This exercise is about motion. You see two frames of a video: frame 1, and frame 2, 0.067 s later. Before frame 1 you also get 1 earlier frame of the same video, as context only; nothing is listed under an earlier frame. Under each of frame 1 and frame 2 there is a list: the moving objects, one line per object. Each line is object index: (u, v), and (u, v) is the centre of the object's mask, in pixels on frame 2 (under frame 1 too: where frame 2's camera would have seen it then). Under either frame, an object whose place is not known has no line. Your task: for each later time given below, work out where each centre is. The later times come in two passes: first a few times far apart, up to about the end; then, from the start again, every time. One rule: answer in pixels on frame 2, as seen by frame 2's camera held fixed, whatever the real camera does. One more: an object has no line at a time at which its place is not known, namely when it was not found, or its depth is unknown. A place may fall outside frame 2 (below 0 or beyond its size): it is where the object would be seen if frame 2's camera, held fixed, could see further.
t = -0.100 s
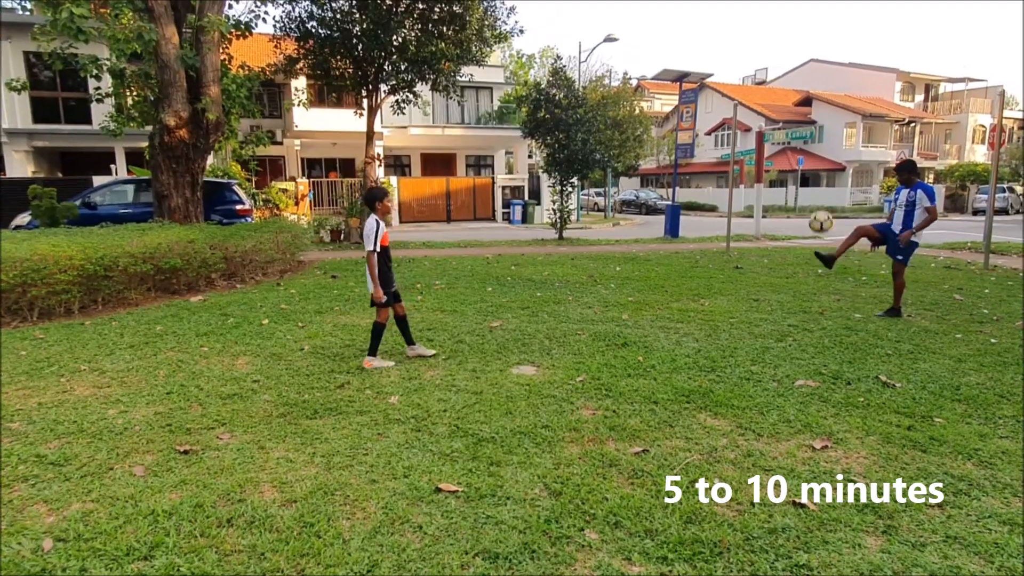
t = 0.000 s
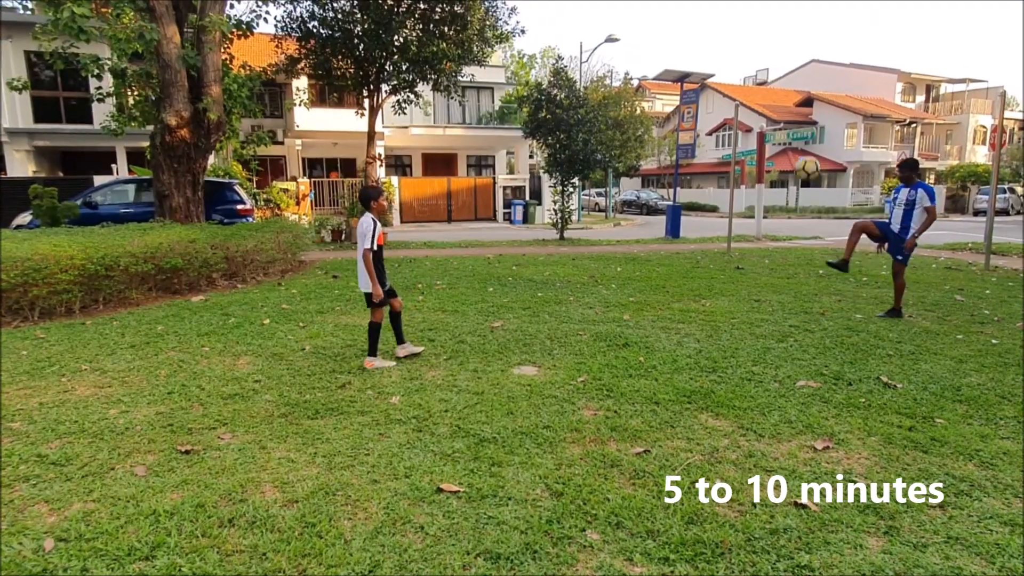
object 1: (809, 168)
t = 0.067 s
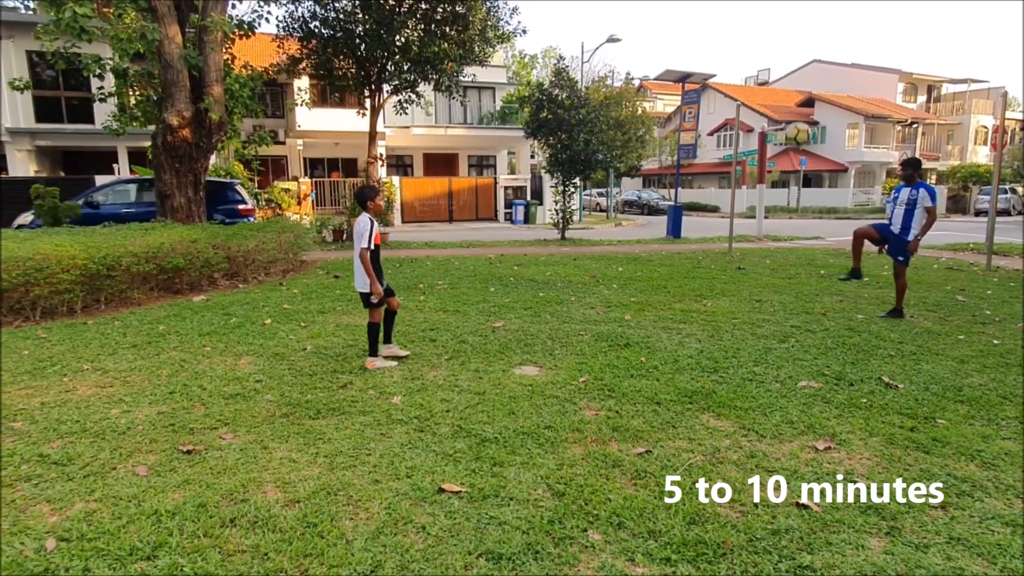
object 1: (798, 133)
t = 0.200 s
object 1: (774, 76)
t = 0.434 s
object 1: (719, 9)
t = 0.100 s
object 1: (792, 118)
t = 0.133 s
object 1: (787, 104)
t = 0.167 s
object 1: (780, 89)
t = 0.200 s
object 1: (774, 76)
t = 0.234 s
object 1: (766, 63)
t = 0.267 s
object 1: (759, 51)
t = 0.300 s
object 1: (752, 40)
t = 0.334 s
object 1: (744, 29)
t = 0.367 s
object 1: (736, 20)
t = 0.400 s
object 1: (728, 13)
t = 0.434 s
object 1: (719, 9)
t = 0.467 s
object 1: (710, 7)
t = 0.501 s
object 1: (700, 5)
